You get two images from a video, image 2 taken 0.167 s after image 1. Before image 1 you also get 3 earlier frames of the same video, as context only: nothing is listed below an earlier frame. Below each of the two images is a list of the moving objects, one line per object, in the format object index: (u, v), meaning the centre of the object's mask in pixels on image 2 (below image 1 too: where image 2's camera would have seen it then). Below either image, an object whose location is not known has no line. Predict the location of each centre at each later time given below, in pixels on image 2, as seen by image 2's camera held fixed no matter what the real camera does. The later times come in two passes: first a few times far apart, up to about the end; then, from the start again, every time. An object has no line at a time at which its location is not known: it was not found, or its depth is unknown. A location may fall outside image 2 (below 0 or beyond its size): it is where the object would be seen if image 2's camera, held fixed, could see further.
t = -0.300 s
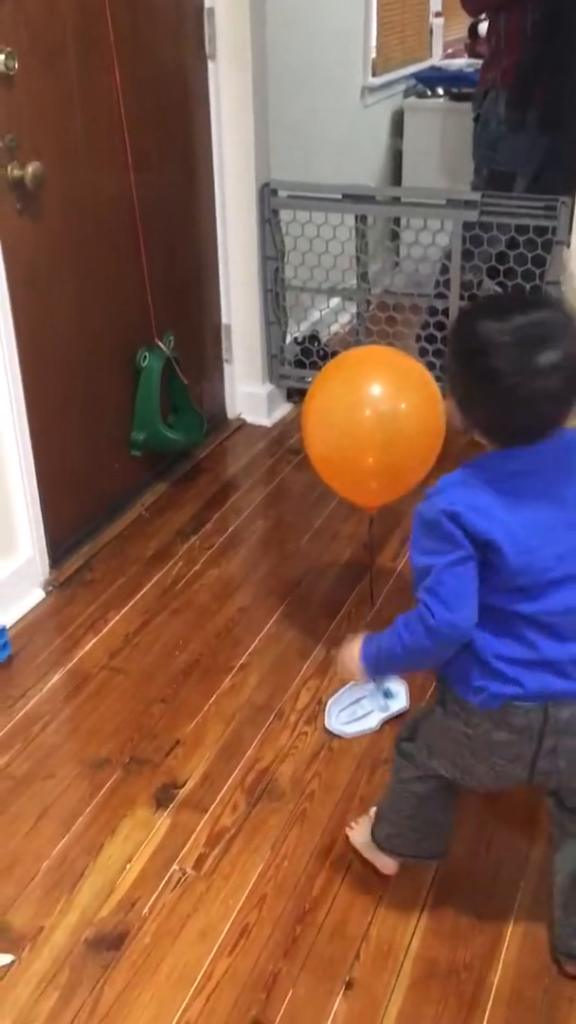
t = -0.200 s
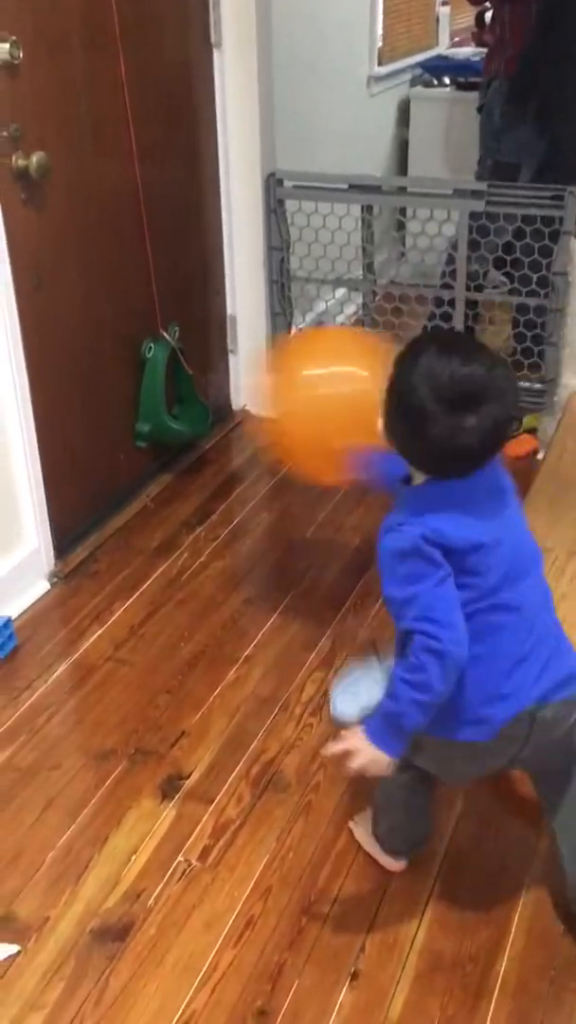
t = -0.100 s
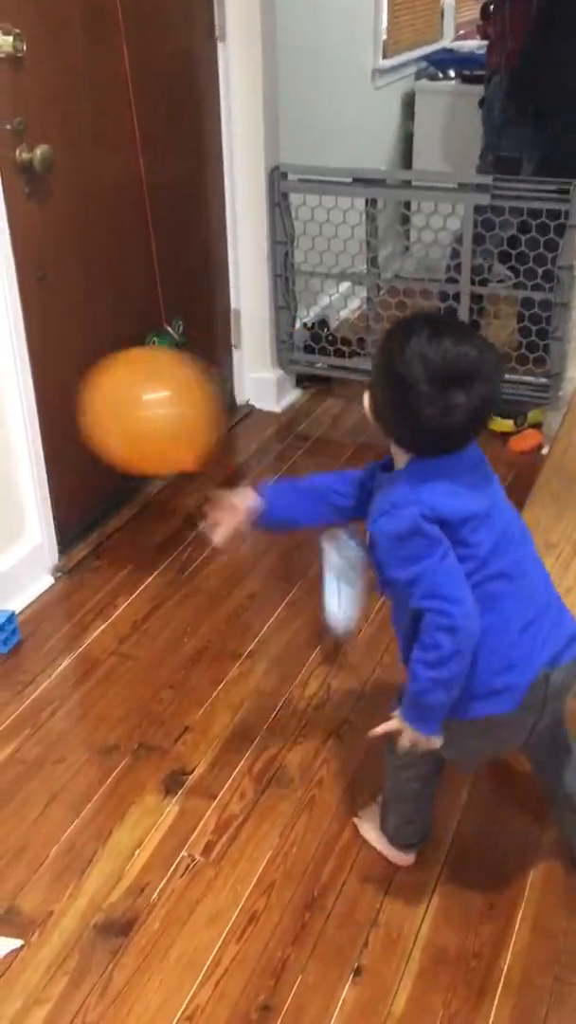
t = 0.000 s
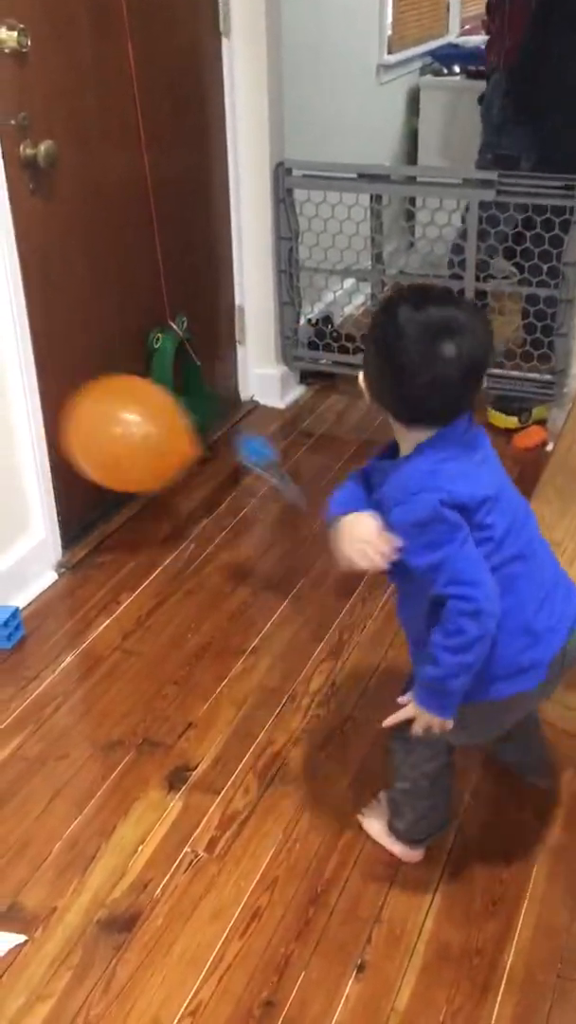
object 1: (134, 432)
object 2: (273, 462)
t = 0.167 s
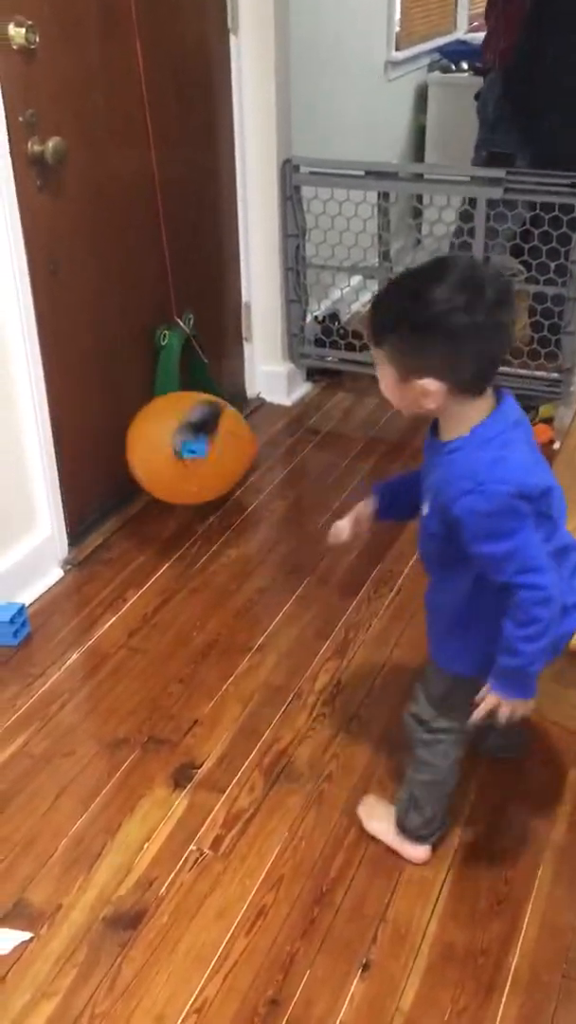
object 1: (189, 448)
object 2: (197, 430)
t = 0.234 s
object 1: (187, 445)
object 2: (195, 454)
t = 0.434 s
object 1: (176, 428)
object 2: (187, 555)
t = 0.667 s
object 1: (153, 443)
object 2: (197, 518)
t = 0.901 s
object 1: (151, 434)
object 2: (218, 489)
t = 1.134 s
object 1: (146, 389)
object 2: (211, 486)
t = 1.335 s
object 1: (166, 355)
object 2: (203, 494)
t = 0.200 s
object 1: (189, 448)
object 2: (194, 442)
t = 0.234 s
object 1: (187, 445)
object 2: (195, 454)
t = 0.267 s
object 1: (183, 438)
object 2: (190, 468)
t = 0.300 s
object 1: (183, 436)
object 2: (191, 496)
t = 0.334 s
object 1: (181, 430)
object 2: (190, 513)
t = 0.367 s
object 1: (180, 423)
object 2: (189, 538)
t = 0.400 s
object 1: (178, 424)
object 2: (190, 558)
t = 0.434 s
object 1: (176, 428)
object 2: (187, 555)
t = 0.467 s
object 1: (173, 432)
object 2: (186, 543)
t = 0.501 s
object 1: (169, 436)
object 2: (187, 534)
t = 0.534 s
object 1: (165, 438)
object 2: (186, 527)
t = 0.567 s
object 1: (158, 439)
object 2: (187, 522)
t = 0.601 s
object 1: (152, 439)
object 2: (187, 521)
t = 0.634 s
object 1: (150, 441)
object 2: (195, 520)
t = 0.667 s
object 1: (153, 443)
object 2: (197, 518)
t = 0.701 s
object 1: (154, 445)
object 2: (201, 510)
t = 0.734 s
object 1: (154, 446)
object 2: (215, 506)
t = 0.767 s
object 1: (153, 445)
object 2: (217, 504)
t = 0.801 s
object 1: (153, 443)
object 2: (219, 499)
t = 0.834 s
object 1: (152, 441)
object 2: (219, 496)
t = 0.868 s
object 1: (151, 438)
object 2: (219, 492)
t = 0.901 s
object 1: (151, 434)
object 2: (218, 489)
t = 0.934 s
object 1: (151, 430)
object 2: (216, 487)
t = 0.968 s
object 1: (150, 425)
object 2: (215, 486)
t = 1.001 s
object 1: (149, 419)
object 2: (214, 485)
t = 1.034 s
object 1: (147, 412)
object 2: (214, 485)
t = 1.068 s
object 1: (146, 404)
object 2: (213, 485)
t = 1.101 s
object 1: (146, 396)
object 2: (212, 486)
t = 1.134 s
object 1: (146, 389)
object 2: (211, 486)
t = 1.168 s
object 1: (147, 381)
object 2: (209, 487)
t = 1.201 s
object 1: (147, 375)
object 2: (207, 488)
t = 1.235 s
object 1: (151, 370)
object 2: (206, 490)
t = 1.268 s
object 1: (157, 366)
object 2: (204, 491)
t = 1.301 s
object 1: (162, 361)
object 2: (203, 493)
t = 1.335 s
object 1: (166, 355)
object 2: (203, 494)
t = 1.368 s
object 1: (170, 348)
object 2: (202, 495)
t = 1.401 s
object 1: (172, 341)
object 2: (202, 496)
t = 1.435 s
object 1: (174, 334)
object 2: (202, 496)
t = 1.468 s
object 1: (178, 331)
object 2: (203, 496)
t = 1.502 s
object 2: (204, 495)
